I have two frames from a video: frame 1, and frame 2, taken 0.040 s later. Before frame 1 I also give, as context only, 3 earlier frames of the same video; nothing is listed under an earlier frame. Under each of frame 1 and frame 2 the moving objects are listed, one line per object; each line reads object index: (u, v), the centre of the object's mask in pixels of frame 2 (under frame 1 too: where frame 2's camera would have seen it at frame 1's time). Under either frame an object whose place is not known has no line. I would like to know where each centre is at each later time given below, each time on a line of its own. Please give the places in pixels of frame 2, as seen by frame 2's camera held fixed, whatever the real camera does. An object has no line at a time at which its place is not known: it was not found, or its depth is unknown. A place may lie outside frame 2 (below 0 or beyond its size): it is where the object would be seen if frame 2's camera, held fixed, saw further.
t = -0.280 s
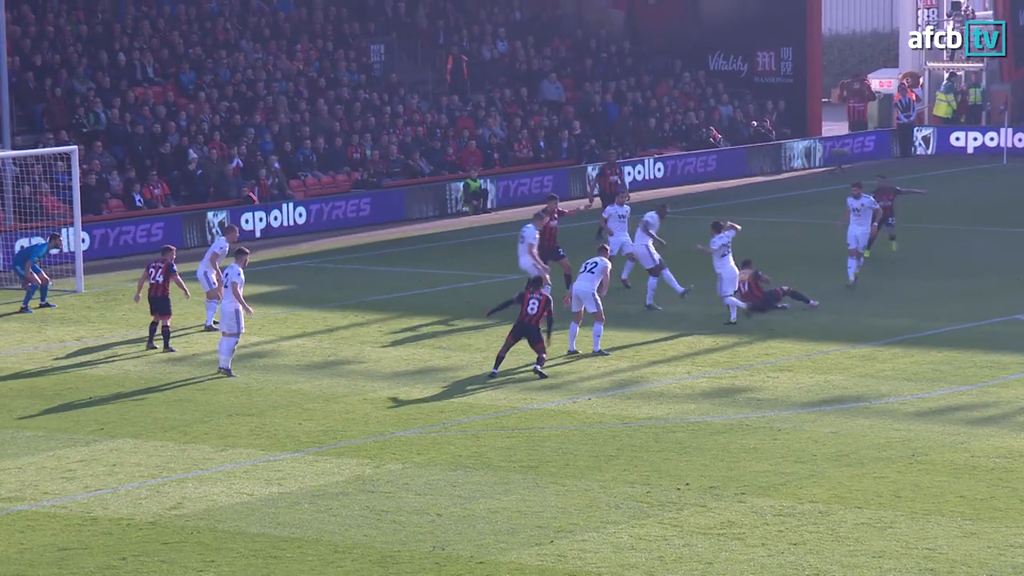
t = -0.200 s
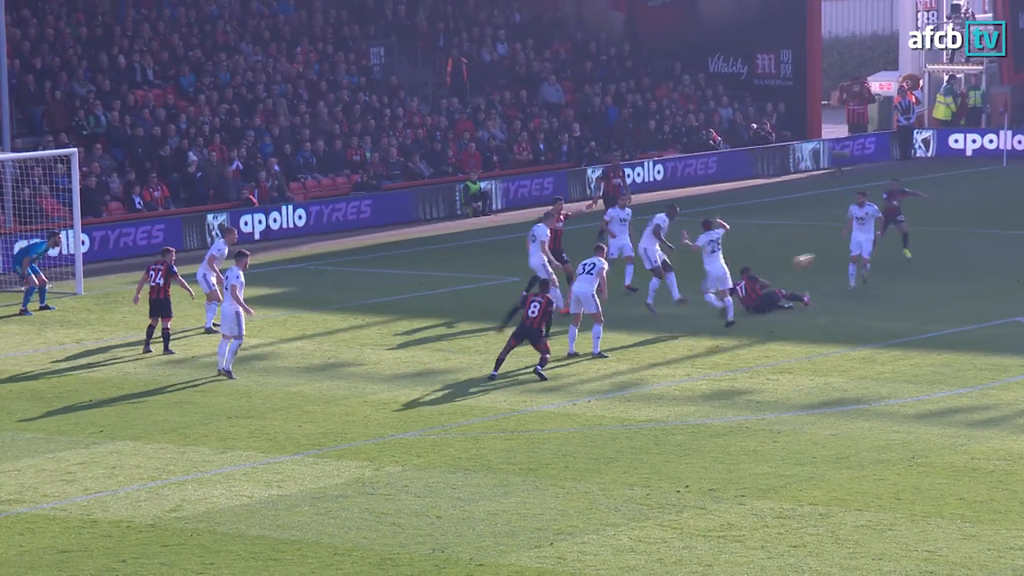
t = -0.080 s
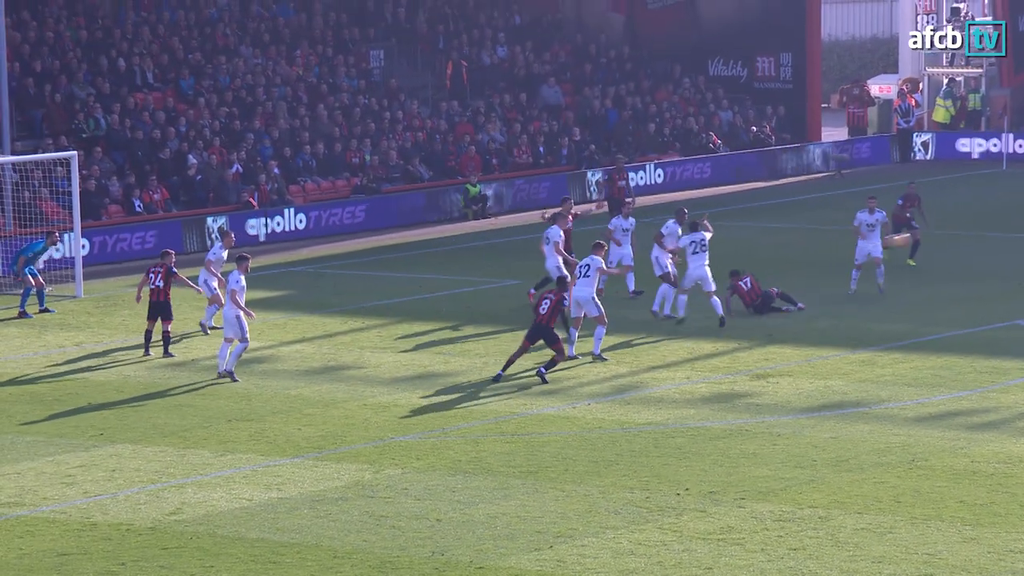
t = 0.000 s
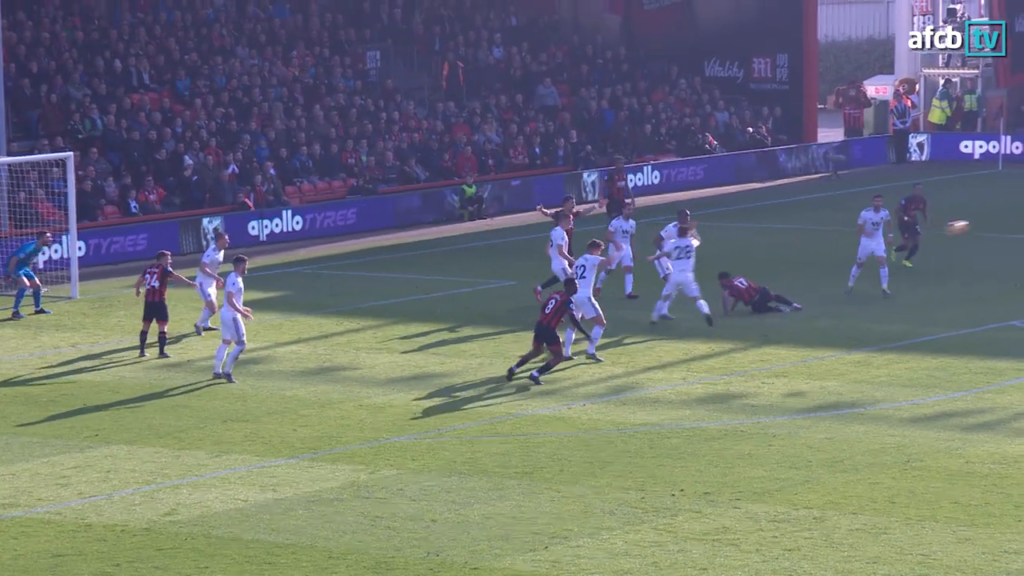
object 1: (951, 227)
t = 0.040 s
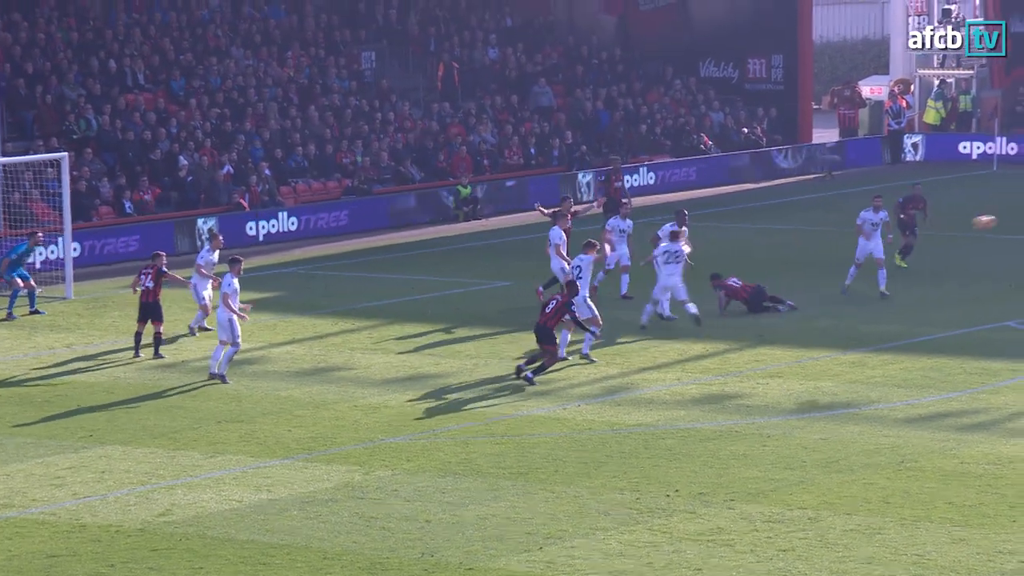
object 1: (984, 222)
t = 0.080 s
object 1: (1015, 217)
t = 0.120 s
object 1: (1039, 214)
